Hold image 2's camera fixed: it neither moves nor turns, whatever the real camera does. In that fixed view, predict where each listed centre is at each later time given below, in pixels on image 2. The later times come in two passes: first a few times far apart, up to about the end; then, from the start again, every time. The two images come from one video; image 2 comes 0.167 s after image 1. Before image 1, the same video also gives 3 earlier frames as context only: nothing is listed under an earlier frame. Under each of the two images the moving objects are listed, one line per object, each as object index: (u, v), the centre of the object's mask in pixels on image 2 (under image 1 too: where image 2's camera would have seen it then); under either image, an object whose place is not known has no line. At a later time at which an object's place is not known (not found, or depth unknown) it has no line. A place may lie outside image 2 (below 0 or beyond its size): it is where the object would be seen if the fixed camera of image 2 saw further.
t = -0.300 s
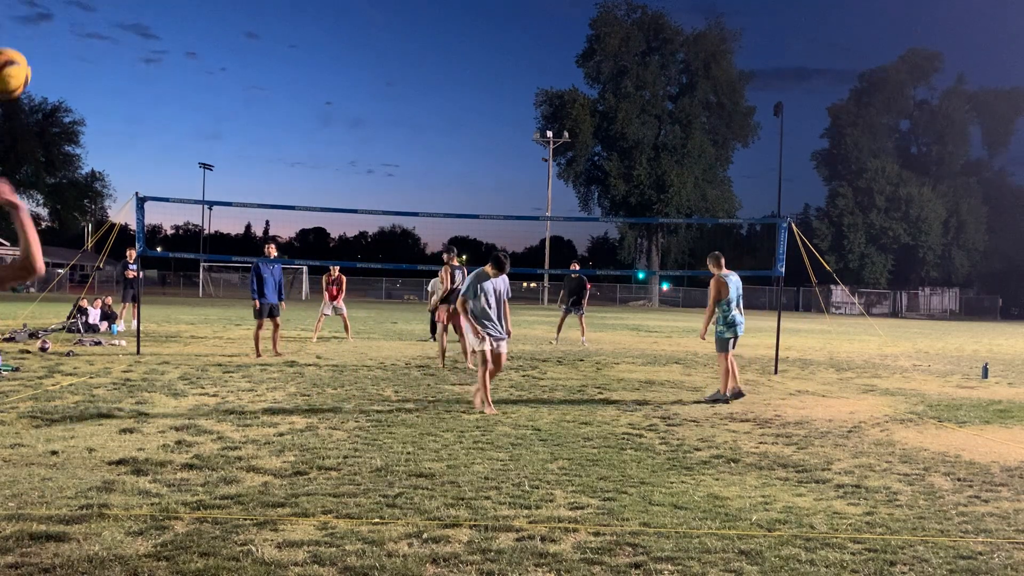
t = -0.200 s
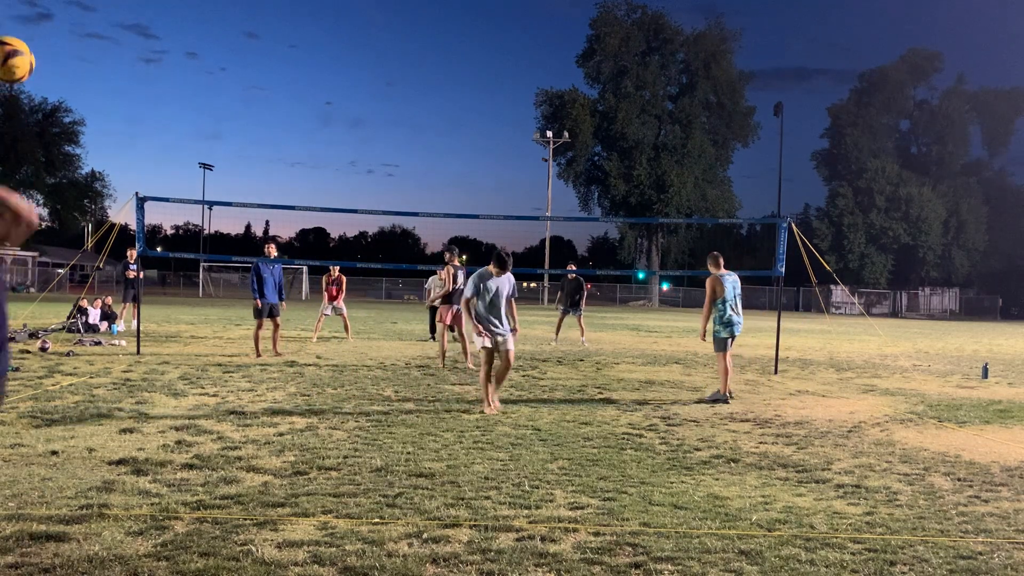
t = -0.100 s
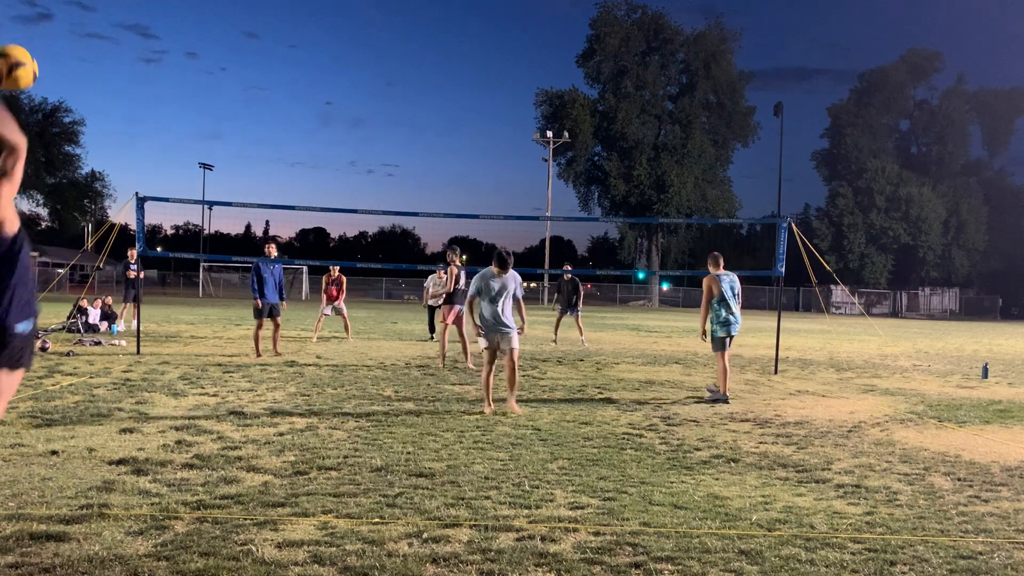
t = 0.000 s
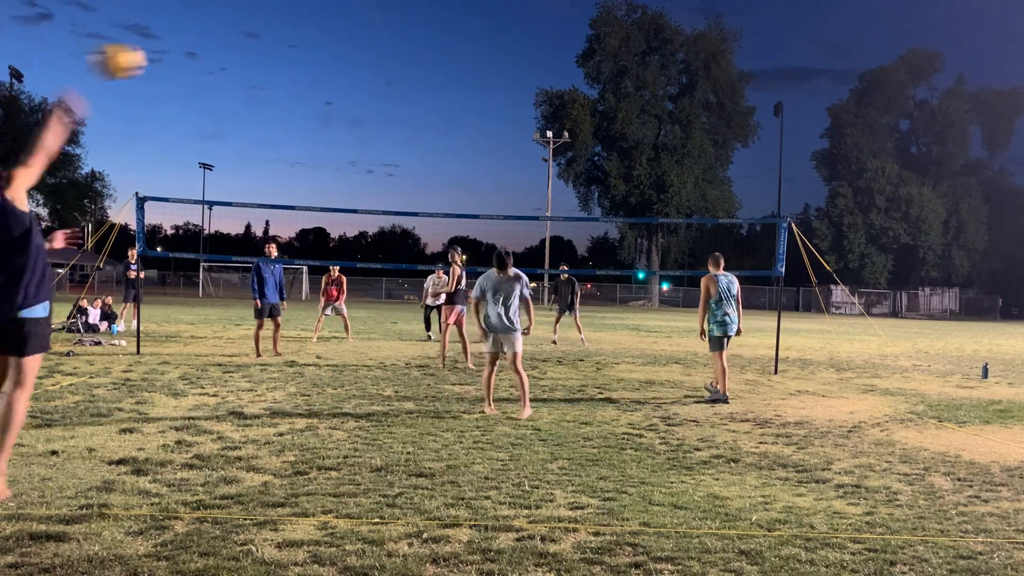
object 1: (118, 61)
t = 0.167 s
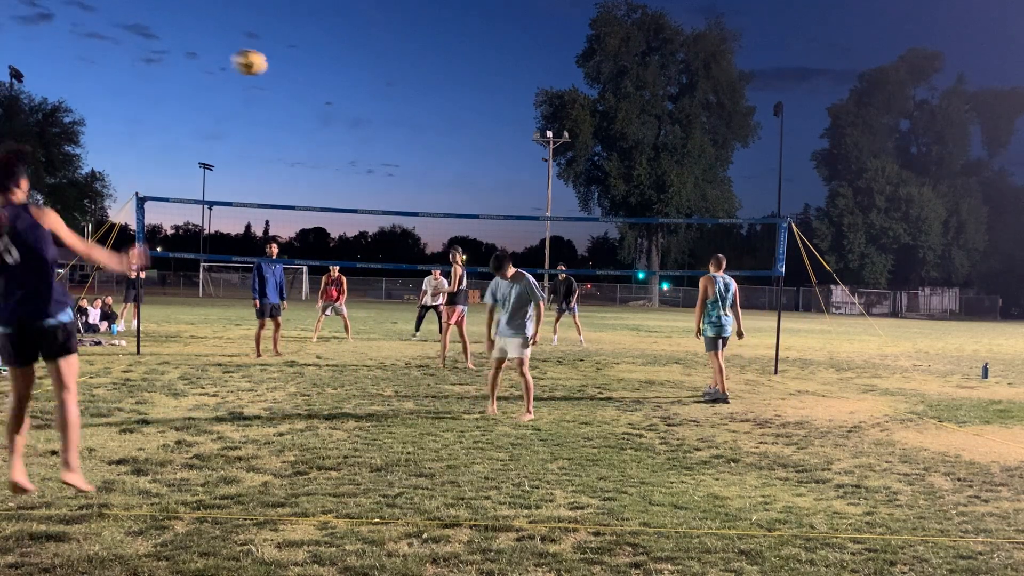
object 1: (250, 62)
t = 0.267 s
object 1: (297, 74)
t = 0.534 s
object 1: (374, 133)
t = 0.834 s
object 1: (420, 221)
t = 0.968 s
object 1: (432, 259)
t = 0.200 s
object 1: (268, 66)
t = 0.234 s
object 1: (283, 69)
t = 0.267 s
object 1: (297, 74)
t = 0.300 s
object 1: (310, 80)
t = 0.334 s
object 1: (322, 86)
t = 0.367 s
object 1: (332, 93)
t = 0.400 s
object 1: (342, 100)
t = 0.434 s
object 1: (350, 107)
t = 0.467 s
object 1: (359, 116)
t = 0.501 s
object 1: (367, 125)
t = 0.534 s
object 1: (374, 133)
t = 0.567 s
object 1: (380, 142)
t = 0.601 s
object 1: (387, 151)
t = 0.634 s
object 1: (392, 160)
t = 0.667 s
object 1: (397, 170)
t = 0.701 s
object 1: (402, 179)
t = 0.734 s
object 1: (407, 189)
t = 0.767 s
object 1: (412, 198)
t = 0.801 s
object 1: (415, 207)
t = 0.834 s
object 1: (420, 221)
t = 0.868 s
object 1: (423, 229)
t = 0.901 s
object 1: (426, 240)
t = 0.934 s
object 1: (429, 250)
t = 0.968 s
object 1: (432, 259)
